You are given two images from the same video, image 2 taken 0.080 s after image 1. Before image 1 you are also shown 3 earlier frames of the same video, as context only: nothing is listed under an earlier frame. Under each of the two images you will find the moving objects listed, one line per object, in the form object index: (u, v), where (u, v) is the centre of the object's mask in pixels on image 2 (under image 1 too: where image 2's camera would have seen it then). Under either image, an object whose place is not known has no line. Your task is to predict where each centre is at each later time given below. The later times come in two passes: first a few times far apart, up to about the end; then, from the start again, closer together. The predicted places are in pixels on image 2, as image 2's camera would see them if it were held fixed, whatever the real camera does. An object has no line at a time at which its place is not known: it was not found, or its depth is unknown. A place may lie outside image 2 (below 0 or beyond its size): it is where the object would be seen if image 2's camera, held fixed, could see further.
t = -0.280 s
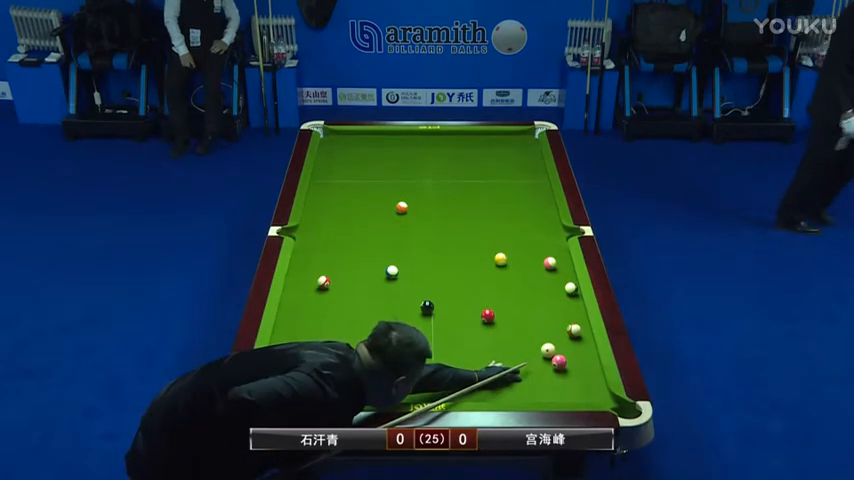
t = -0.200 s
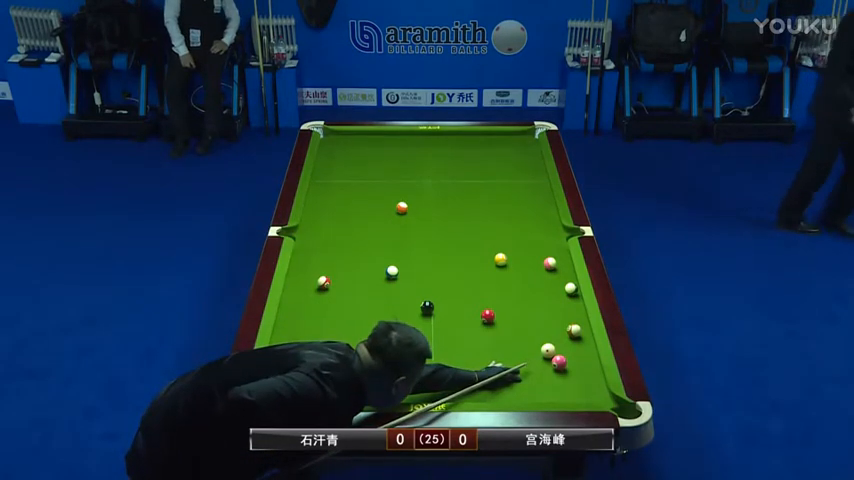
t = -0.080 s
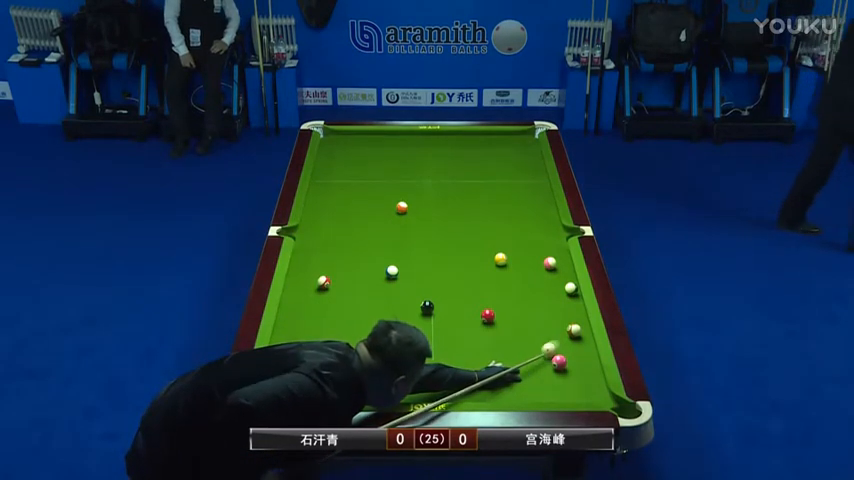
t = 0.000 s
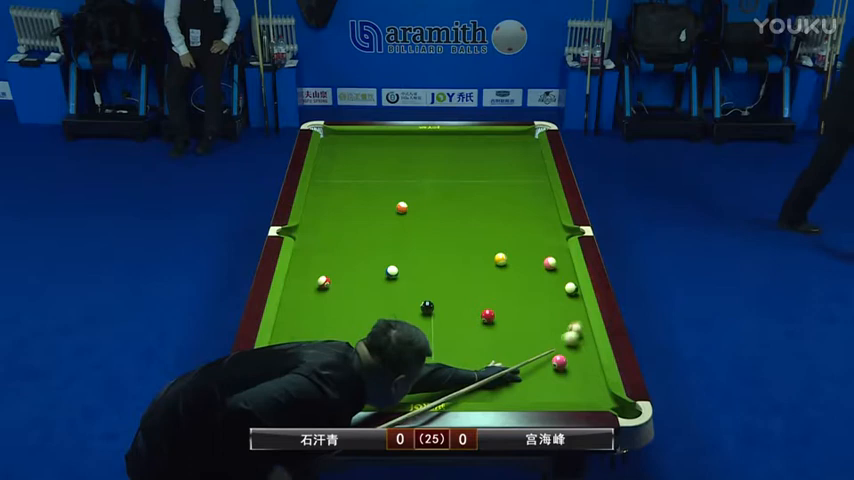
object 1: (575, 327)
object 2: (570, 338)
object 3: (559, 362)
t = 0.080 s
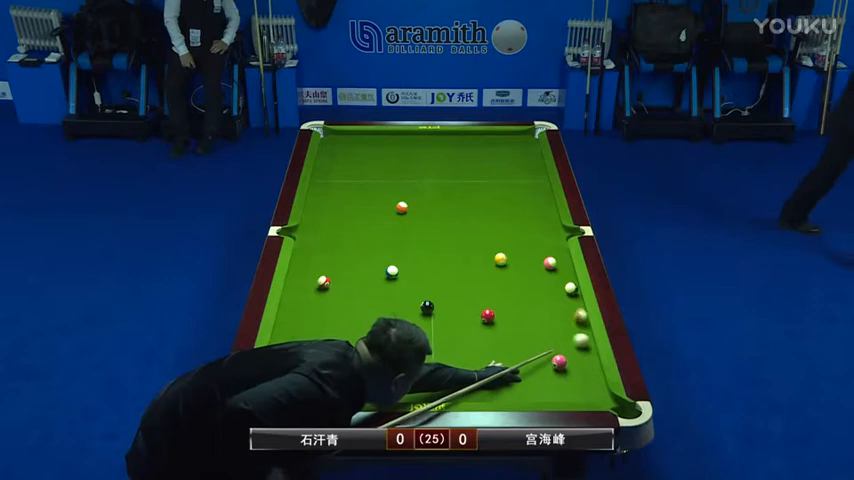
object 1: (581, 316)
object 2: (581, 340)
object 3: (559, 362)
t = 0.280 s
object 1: (559, 296)
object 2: (580, 346)
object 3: (559, 362)
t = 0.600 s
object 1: (532, 269)
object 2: (566, 355)
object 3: (557, 365)
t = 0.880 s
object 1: (511, 247)
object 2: (561, 356)
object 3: (551, 371)
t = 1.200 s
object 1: (489, 225)
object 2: (558, 356)
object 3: (544, 377)
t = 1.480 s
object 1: (472, 208)
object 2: (557, 356)
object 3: (539, 381)
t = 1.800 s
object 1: (455, 191)
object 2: (557, 356)
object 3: (535, 385)
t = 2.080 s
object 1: (441, 177)
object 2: (557, 356)
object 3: (532, 388)
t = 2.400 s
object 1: (427, 163)
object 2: (557, 356)
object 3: (530, 391)
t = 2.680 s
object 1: (416, 151)
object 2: (557, 356)
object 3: (528, 392)
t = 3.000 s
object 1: (405, 140)
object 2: (557, 356)
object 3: (528, 392)
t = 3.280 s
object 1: (396, 135)
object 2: (557, 356)
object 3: (528, 392)
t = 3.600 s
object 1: (389, 141)
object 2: (557, 356)
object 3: (528, 392)
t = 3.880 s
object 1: (382, 146)
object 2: (557, 356)
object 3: (528, 392)
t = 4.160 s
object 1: (376, 151)
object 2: (557, 356)
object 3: (528, 392)
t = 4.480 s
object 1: (369, 156)
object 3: (528, 392)
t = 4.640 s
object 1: (367, 158)
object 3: (528, 392)
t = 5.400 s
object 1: (354, 168)
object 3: (528, 393)
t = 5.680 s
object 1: (350, 171)
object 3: (528, 392)
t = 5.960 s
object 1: (347, 173)
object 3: (528, 392)
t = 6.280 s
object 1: (344, 175)
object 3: (528, 392)
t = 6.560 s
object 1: (341, 177)
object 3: (528, 392)
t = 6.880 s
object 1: (339, 178)
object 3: (528, 392)
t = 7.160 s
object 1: (338, 178)
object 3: (528, 392)
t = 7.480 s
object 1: (338, 178)
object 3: (528, 392)
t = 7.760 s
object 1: (338, 178)
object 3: (528, 392)
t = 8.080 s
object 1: (338, 178)
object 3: (528, 392)
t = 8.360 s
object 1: (338, 178)
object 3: (528, 392)
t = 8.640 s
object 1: (338, 178)
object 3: (528, 392)
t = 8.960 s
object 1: (338, 178)
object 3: (528, 392)
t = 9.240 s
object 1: (338, 178)
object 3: (528, 392)
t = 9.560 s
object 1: (338, 178)
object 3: (528, 392)
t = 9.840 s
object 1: (338, 178)
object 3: (528, 392)
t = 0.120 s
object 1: (577, 311)
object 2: (585, 341)
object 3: (559, 362)
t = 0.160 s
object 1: (572, 307)
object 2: (586, 342)
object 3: (559, 362)
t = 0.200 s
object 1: (566, 303)
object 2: (584, 343)
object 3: (559, 362)
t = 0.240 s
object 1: (562, 300)
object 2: (582, 345)
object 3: (559, 362)
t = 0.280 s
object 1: (559, 296)
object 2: (580, 346)
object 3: (559, 362)
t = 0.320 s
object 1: (556, 293)
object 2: (578, 348)
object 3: (559, 362)
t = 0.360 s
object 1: (553, 289)
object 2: (576, 349)
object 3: (559, 362)
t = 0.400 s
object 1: (549, 285)
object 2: (574, 351)
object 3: (559, 362)
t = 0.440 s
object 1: (545, 282)
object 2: (572, 352)
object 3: (559, 362)
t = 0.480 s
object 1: (541, 279)
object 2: (570, 353)
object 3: (559, 362)
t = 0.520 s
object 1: (538, 275)
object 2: (568, 354)
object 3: (559, 363)
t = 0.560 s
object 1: (535, 272)
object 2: (567, 354)
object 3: (558, 363)
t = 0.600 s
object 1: (532, 269)
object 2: (566, 355)
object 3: (557, 365)
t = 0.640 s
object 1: (529, 265)
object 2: (566, 355)
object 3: (556, 365)
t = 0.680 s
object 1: (525, 262)
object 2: (565, 355)
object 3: (555, 366)
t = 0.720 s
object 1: (522, 259)
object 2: (564, 355)
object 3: (554, 367)
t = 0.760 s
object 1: (520, 256)
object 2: (563, 355)
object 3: (553, 368)
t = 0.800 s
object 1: (518, 253)
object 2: (563, 355)
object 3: (552, 369)
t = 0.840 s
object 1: (514, 250)
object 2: (562, 356)
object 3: (551, 370)
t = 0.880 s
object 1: (511, 247)
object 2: (561, 356)
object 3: (551, 371)
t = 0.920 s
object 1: (507, 244)
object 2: (561, 356)
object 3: (549, 372)
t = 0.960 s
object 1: (505, 241)
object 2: (561, 355)
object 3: (549, 372)
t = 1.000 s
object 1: (503, 238)
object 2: (561, 356)
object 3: (548, 373)
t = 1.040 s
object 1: (500, 236)
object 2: (560, 356)
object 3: (547, 374)
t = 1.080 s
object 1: (497, 233)
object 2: (559, 356)
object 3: (546, 374)
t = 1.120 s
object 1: (494, 230)
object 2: (559, 356)
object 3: (545, 375)
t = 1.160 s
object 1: (491, 228)
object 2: (559, 356)
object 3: (545, 376)
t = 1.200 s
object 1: (489, 225)
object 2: (558, 356)
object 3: (544, 377)
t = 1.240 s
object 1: (486, 222)
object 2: (558, 356)
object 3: (543, 377)
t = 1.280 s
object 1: (484, 220)
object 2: (558, 356)
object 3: (543, 378)
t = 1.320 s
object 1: (482, 217)
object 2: (557, 356)
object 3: (542, 379)
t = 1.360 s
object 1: (480, 215)
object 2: (557, 356)
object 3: (541, 380)
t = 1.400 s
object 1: (476, 213)
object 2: (557, 356)
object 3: (541, 380)
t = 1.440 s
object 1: (474, 210)
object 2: (557, 356)
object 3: (540, 381)
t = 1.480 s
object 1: (472, 208)
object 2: (557, 356)
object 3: (539, 381)
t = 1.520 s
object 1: (470, 206)
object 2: (557, 356)
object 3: (539, 382)
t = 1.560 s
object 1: (468, 203)
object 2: (557, 356)
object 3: (538, 382)
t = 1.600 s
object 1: (465, 201)
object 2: (557, 356)
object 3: (538, 383)
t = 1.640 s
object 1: (463, 199)
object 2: (557, 356)
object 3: (537, 383)
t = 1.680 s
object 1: (461, 197)
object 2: (557, 356)
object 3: (536, 384)
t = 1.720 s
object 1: (459, 195)
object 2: (557, 356)
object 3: (536, 384)
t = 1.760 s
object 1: (457, 193)
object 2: (557, 356)
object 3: (536, 385)
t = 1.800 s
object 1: (455, 191)
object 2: (557, 356)
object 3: (535, 385)
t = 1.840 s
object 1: (453, 188)
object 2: (557, 356)
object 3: (535, 386)
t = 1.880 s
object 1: (451, 186)
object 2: (557, 356)
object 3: (534, 386)
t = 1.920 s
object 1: (448, 184)
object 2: (557, 356)
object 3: (534, 387)
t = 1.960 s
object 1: (447, 182)
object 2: (557, 356)
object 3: (533, 388)
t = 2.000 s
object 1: (445, 180)
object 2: (557, 356)
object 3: (533, 388)
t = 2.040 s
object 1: (443, 179)
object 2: (557, 356)
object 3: (532, 388)
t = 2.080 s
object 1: (441, 177)
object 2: (557, 356)
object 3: (532, 388)
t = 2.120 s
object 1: (440, 175)
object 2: (557, 356)
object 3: (532, 389)
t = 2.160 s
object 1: (438, 173)
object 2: (557, 356)
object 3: (531, 389)
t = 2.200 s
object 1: (435, 171)
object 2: (557, 356)
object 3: (531, 390)
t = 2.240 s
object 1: (434, 169)
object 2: (557, 356)
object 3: (531, 390)
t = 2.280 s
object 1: (432, 168)
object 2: (557, 356)
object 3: (531, 390)
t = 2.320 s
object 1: (431, 166)
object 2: (557, 356)
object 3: (530, 390)
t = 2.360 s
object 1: (429, 164)
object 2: (557, 356)
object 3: (530, 390)
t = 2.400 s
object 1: (427, 163)
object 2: (557, 356)
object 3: (530, 391)
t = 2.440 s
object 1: (426, 161)
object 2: (557, 356)
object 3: (529, 391)
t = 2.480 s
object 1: (424, 159)
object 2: (557, 356)
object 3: (529, 391)
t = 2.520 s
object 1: (422, 158)
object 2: (557, 356)
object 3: (529, 391)
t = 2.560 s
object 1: (421, 156)
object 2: (557, 356)
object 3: (529, 392)
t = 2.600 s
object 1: (419, 154)
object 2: (557, 356)
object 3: (528, 392)
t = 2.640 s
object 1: (418, 153)
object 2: (557, 356)
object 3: (528, 392)
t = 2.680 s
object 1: (416, 151)
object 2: (557, 356)
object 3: (528, 392)
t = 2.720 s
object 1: (415, 150)
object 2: (557, 356)
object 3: (528, 392)
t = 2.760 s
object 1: (414, 148)
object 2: (557, 356)
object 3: (528, 392)
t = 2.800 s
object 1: (412, 147)
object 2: (557, 356)
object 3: (528, 392)
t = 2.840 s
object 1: (410, 145)
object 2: (557, 356)
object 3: (528, 392)
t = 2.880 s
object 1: (409, 144)
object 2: (557, 356)
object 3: (528, 392)
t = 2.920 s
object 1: (407, 142)
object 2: (557, 356)
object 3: (528, 392)
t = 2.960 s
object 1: (406, 141)
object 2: (557, 356)
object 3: (528, 392)
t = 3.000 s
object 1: (405, 140)
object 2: (557, 356)
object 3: (528, 392)
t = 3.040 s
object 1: (403, 138)
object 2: (557, 356)
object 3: (528, 392)
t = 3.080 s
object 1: (402, 137)
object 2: (557, 356)
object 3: (528, 392)
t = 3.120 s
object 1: (400, 136)
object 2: (557, 356)
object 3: (528, 392)
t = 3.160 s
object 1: (399, 134)
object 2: (557, 356)
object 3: (528, 392)
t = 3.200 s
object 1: (398, 133)
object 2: (557, 356)
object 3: (528, 392)
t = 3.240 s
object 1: (397, 134)
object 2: (557, 356)
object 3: (528, 392)
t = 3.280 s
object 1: (396, 135)
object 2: (557, 356)
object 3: (528, 392)
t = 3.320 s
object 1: (395, 135)
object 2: (557, 356)
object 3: (528, 392)
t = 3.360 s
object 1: (394, 136)
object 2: (557, 356)
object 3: (528, 392)
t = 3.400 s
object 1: (393, 137)
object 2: (557, 356)
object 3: (528, 392)
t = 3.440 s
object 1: (392, 138)
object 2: (557, 356)
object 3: (528, 392)
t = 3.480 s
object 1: (391, 138)
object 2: (557, 356)
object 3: (528, 392)
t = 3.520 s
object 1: (390, 139)
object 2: (557, 356)
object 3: (528, 392)
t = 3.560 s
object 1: (389, 140)
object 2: (557, 356)
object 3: (528, 392)
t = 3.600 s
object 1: (389, 141)
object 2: (557, 356)
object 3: (528, 392)
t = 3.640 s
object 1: (387, 141)
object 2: (557, 356)
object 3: (528, 392)
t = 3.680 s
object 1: (387, 142)
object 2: (557, 356)
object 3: (528, 392)
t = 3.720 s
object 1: (386, 143)
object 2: (557, 356)
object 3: (528, 392)
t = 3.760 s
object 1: (385, 143)
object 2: (557, 356)
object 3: (528, 392)
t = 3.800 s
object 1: (384, 144)
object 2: (557, 356)
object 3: (528, 392)
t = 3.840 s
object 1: (383, 145)
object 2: (557, 356)
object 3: (528, 392)
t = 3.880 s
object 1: (382, 146)
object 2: (557, 356)
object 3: (528, 392)
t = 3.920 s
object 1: (381, 147)
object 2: (557, 356)
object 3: (528, 392)
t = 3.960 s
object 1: (380, 147)
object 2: (557, 356)
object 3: (528, 392)
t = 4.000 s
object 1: (380, 148)
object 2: (557, 356)
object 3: (528, 392)
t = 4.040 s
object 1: (379, 148)
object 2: (557, 356)
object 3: (528, 392)
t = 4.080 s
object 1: (378, 149)
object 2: (557, 356)
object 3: (528, 392)
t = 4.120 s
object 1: (377, 150)
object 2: (557, 356)
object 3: (528, 392)
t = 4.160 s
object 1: (376, 151)
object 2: (557, 356)
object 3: (528, 392)
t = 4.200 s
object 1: (375, 151)
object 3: (528, 392)
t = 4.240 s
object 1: (374, 152)
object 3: (528, 392)
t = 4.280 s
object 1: (373, 153)
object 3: (528, 392)
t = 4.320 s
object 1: (372, 153)
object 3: (528, 392)
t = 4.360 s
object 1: (372, 154)
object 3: (528, 392)
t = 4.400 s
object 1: (371, 155)
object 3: (528, 392)
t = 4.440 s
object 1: (370, 155)
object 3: (528, 392)
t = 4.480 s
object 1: (369, 156)
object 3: (528, 392)
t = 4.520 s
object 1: (369, 157)
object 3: (528, 392)
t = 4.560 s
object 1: (368, 157)
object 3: (528, 392)
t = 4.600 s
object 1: (367, 158)
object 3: (528, 392)
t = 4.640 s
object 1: (367, 158)
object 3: (528, 392)
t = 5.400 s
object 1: (354, 168)
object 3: (528, 393)
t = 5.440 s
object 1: (353, 168)
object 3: (528, 393)
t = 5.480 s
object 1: (353, 169)
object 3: (528, 393)
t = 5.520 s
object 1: (352, 169)
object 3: (528, 393)
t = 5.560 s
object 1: (352, 170)
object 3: (528, 393)
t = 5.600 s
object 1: (351, 170)
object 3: (528, 393)
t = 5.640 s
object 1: (351, 170)
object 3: (528, 392)
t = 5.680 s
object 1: (350, 171)
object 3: (528, 392)
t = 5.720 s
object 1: (350, 171)
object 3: (528, 392)
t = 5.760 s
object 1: (349, 171)
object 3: (528, 392)
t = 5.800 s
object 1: (349, 172)
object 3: (528, 392)
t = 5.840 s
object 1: (348, 172)
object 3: (528, 392)
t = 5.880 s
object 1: (348, 172)
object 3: (528, 392)
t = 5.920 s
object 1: (347, 173)
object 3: (528, 392)
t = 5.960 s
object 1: (347, 173)
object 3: (528, 392)
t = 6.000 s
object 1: (346, 173)
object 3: (528, 392)
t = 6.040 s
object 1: (346, 174)
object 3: (528, 392)
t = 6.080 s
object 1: (346, 174)
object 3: (528, 392)
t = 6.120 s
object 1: (345, 174)
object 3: (528, 392)
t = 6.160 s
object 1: (345, 175)
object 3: (528, 392)
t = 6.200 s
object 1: (344, 175)
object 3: (528, 392)
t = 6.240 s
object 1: (344, 175)
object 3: (528, 392)
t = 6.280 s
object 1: (344, 175)
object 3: (528, 392)
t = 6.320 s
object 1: (343, 176)
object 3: (528, 392)
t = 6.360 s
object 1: (343, 176)
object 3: (528, 392)
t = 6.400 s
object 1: (342, 176)
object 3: (528, 392)
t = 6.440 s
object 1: (342, 176)
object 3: (528, 392)
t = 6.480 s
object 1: (342, 176)
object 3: (528, 392)
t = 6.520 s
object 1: (341, 176)
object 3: (528, 392)
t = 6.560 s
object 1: (341, 177)
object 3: (528, 392)
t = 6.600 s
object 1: (341, 177)
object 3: (528, 392)
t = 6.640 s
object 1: (341, 177)
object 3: (528, 392)
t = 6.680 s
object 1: (340, 177)
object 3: (528, 392)
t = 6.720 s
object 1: (340, 177)
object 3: (528, 392)
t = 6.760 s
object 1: (340, 177)
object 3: (528, 392)
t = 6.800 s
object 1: (340, 178)
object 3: (528, 392)
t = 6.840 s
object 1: (340, 178)
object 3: (528, 392)
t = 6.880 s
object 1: (339, 178)
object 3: (528, 392)
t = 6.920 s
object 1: (339, 178)
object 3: (528, 392)
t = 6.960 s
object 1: (339, 178)
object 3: (528, 392)
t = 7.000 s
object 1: (339, 178)
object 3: (528, 392)
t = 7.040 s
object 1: (339, 178)
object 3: (528, 392)
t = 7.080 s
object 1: (339, 178)
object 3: (528, 392)
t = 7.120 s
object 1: (339, 178)
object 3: (528, 392)
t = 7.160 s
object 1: (338, 178)
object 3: (528, 392)
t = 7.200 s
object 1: (338, 178)
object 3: (528, 392)
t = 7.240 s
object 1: (338, 178)
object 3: (528, 392)
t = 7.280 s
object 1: (338, 178)
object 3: (528, 392)
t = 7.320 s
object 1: (338, 178)
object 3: (528, 392)
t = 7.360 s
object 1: (338, 178)
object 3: (528, 392)
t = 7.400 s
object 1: (338, 178)
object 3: (528, 392)
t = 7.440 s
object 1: (338, 178)
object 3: (528, 392)
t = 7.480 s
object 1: (338, 178)
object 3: (528, 392)
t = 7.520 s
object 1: (338, 178)
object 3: (528, 392)
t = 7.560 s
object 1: (338, 178)
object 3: (528, 392)
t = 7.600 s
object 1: (338, 178)
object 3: (528, 392)
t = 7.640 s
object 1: (338, 178)
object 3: (528, 392)
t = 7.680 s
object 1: (338, 178)
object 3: (528, 392)
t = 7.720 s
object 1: (338, 178)
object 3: (528, 392)
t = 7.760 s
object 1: (338, 178)
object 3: (528, 392)
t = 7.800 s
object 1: (338, 178)
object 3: (528, 392)
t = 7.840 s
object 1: (338, 178)
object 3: (528, 392)
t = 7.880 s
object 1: (338, 178)
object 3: (528, 392)
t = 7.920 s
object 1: (338, 178)
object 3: (528, 392)
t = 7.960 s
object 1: (338, 178)
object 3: (528, 392)
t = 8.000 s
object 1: (338, 178)
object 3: (528, 392)
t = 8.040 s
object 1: (338, 178)
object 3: (528, 392)
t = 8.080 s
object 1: (338, 178)
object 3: (528, 392)
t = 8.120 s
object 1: (338, 178)
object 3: (528, 392)
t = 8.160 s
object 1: (338, 178)
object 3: (528, 392)
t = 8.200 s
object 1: (338, 178)
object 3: (528, 392)
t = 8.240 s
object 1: (338, 178)
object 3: (528, 392)
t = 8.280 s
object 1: (338, 178)
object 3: (528, 392)
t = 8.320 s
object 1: (338, 178)
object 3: (528, 392)
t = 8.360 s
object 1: (338, 178)
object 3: (528, 392)
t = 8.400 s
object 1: (338, 178)
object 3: (528, 392)
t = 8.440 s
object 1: (338, 178)
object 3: (528, 392)
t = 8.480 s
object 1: (338, 178)
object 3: (528, 392)
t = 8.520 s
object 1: (338, 178)
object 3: (528, 392)
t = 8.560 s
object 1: (338, 178)
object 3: (528, 392)
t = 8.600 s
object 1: (338, 178)
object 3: (528, 392)
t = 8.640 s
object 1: (338, 178)
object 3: (528, 392)
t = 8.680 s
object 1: (338, 178)
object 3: (528, 392)
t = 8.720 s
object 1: (338, 178)
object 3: (528, 392)
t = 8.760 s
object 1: (338, 178)
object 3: (528, 392)
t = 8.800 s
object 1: (338, 178)
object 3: (528, 392)
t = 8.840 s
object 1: (338, 178)
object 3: (528, 392)
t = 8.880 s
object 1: (338, 178)
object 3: (528, 392)
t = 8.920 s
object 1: (338, 178)
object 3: (528, 392)
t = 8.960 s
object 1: (338, 178)
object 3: (528, 392)
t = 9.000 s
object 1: (338, 178)
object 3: (528, 392)
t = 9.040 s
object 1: (338, 178)
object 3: (528, 392)
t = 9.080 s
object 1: (338, 178)
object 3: (528, 392)
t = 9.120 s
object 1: (338, 178)
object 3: (528, 392)
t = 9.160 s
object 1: (338, 178)
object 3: (528, 392)
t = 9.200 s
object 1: (338, 178)
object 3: (528, 392)
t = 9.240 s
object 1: (338, 178)
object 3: (528, 392)
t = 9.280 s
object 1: (338, 178)
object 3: (528, 392)
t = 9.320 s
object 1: (338, 178)
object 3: (528, 392)
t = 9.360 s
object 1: (338, 178)
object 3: (528, 392)
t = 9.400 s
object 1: (338, 178)
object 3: (528, 392)
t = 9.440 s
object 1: (338, 178)
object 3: (528, 392)
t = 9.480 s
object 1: (338, 178)
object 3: (528, 392)
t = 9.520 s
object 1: (338, 178)
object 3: (528, 392)
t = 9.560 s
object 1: (338, 178)
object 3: (528, 392)
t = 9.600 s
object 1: (338, 178)
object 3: (528, 392)
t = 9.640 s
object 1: (338, 178)
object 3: (528, 392)
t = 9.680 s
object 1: (338, 178)
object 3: (528, 392)
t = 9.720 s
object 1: (338, 178)
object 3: (528, 392)
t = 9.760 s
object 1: (338, 178)
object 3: (528, 392)
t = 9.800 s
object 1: (338, 178)
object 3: (528, 392)
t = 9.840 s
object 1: (338, 178)
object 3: (528, 392)
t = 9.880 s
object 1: (338, 178)
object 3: (528, 392)
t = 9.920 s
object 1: (338, 178)
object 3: (528, 392)
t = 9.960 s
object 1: (338, 178)
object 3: (528, 392)
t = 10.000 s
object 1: (338, 178)
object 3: (528, 392)
